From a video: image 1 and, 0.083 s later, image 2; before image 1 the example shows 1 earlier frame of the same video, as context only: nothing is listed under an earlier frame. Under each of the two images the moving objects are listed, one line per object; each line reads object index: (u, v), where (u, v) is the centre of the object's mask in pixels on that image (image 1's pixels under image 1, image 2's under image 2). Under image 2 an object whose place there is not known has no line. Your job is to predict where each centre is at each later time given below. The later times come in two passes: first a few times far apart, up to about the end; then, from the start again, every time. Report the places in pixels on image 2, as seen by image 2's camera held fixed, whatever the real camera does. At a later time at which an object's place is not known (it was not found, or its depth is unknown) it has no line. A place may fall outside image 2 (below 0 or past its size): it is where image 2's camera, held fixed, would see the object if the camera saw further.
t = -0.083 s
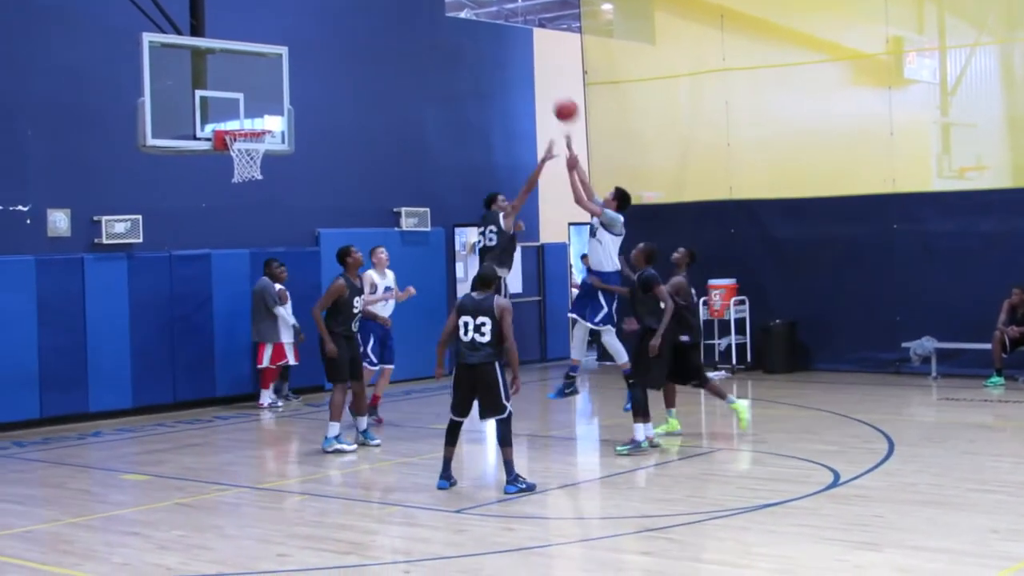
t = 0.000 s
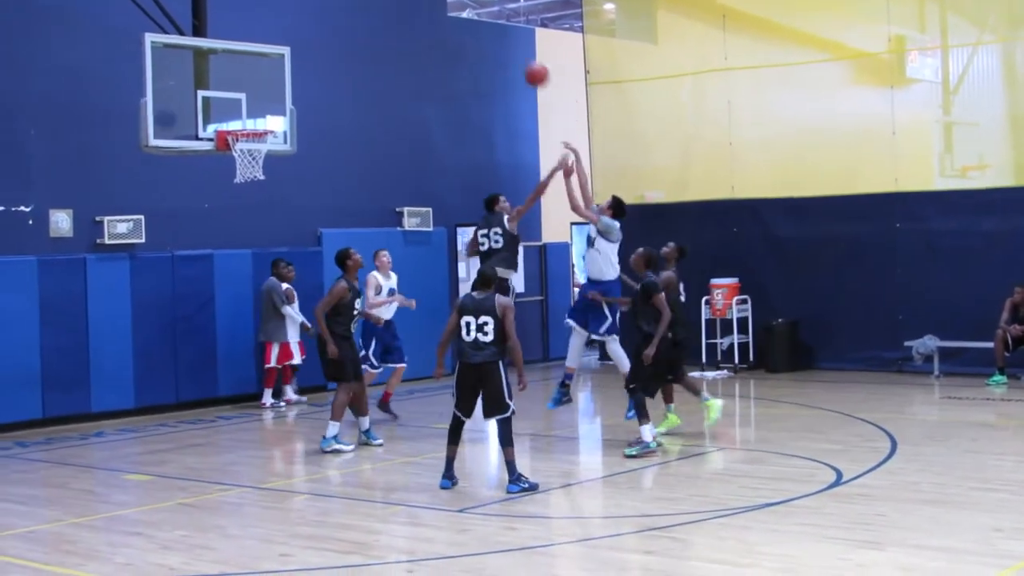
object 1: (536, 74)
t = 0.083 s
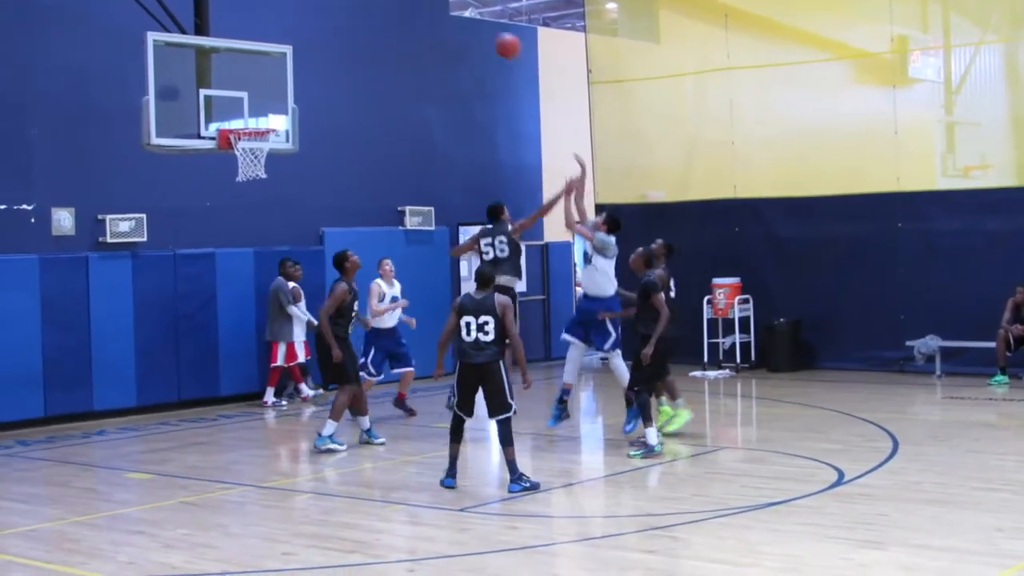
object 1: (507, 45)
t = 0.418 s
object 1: (388, 9)
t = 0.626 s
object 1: (316, 39)
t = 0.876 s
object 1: (245, 126)
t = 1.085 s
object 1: (259, 169)
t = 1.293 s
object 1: (253, 222)
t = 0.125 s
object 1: (492, 35)
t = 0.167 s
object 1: (477, 27)
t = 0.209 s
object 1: (461, 19)
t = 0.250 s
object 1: (445, 12)
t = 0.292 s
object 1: (431, 10)
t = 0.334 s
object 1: (417, 9)
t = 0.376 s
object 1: (402, 8)
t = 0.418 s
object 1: (388, 9)
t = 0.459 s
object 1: (372, 11)
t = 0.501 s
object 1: (358, 14)
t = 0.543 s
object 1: (344, 21)
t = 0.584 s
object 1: (330, 29)
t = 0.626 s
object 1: (316, 39)
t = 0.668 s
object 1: (303, 51)
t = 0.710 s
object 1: (288, 65)
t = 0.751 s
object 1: (274, 80)
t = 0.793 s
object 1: (260, 97)
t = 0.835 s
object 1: (246, 115)
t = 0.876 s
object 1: (245, 126)
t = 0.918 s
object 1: (254, 138)
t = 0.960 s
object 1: (262, 142)
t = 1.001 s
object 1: (262, 152)
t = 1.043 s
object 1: (262, 159)
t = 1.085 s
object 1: (259, 169)
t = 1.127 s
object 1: (259, 175)
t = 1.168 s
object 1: (257, 183)
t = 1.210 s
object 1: (256, 193)
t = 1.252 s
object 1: (254, 207)
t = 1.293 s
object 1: (253, 222)
